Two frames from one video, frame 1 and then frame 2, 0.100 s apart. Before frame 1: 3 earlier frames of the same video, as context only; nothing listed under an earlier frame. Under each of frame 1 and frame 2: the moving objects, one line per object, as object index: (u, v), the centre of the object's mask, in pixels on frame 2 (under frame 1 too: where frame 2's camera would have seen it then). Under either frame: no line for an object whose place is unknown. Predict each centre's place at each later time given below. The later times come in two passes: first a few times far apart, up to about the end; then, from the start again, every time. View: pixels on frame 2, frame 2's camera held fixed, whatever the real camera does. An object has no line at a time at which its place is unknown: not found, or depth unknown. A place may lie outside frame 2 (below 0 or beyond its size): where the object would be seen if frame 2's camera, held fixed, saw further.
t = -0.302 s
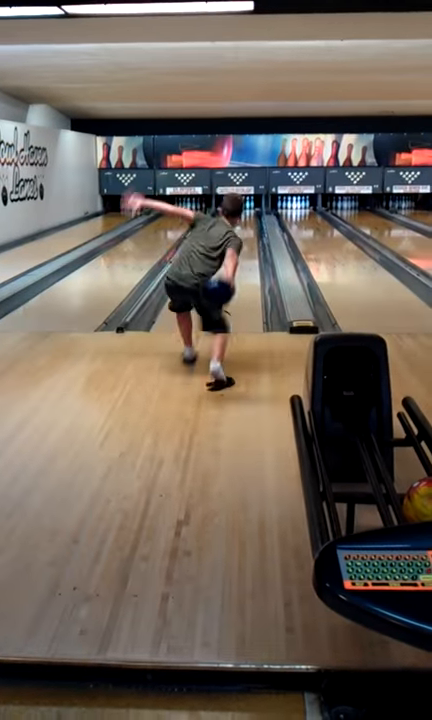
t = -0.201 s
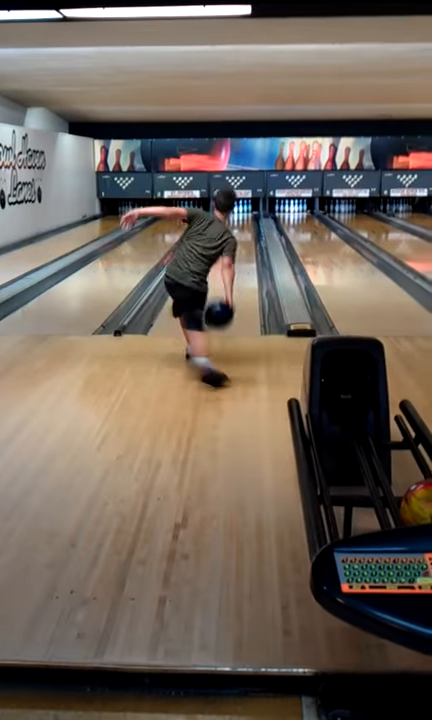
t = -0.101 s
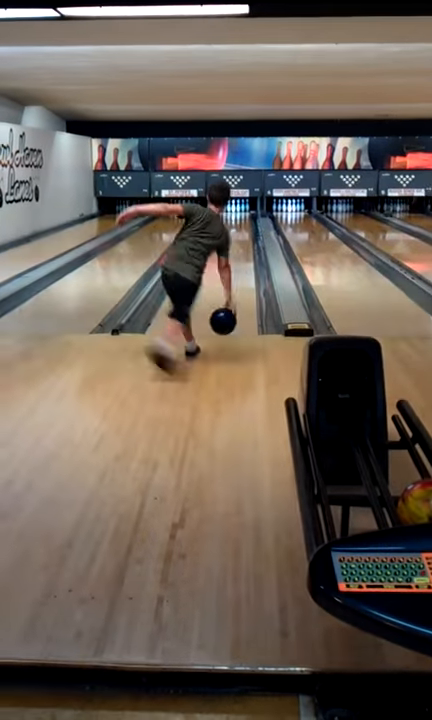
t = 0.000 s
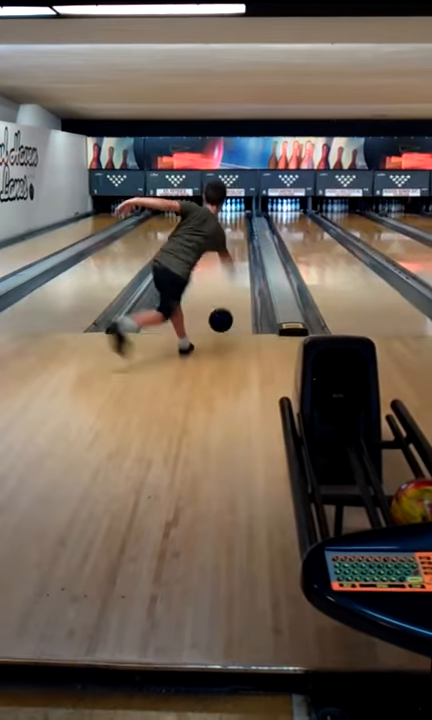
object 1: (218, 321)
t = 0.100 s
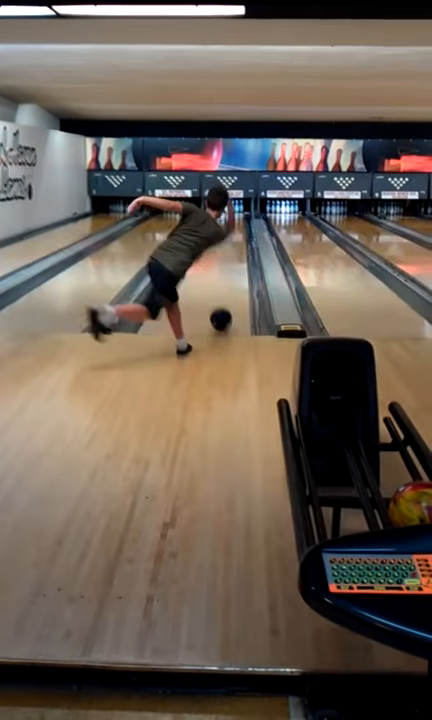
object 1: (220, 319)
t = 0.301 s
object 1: (223, 296)
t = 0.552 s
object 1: (226, 275)
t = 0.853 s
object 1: (228, 258)
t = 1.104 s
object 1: (229, 248)
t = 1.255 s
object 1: (229, 242)
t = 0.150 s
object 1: (221, 312)
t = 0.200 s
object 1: (222, 306)
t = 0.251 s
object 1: (223, 301)
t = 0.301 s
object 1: (223, 296)
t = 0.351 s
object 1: (224, 291)
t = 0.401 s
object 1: (225, 286)
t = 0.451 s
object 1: (225, 282)
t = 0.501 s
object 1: (225, 278)
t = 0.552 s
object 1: (226, 275)
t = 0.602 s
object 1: (227, 271)
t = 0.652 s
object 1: (227, 268)
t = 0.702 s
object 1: (227, 265)
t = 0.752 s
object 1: (227, 263)
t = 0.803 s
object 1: (228, 260)
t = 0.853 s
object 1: (228, 258)
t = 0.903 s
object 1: (228, 255)
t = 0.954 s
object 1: (228, 253)
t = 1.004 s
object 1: (228, 251)
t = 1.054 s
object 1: (228, 250)
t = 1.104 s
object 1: (229, 248)
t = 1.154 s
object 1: (229, 246)
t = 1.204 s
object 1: (229, 244)
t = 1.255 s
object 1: (229, 242)
